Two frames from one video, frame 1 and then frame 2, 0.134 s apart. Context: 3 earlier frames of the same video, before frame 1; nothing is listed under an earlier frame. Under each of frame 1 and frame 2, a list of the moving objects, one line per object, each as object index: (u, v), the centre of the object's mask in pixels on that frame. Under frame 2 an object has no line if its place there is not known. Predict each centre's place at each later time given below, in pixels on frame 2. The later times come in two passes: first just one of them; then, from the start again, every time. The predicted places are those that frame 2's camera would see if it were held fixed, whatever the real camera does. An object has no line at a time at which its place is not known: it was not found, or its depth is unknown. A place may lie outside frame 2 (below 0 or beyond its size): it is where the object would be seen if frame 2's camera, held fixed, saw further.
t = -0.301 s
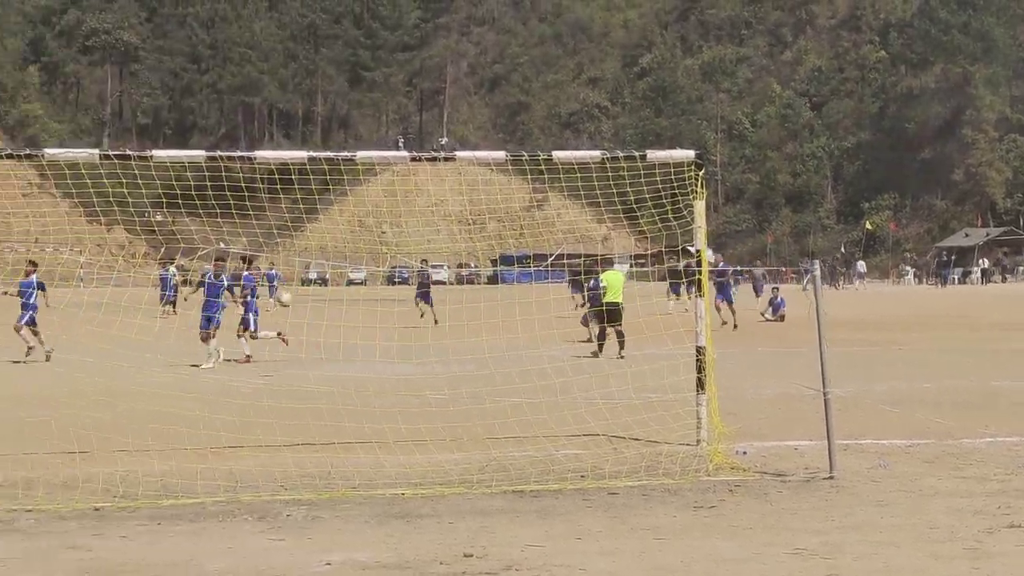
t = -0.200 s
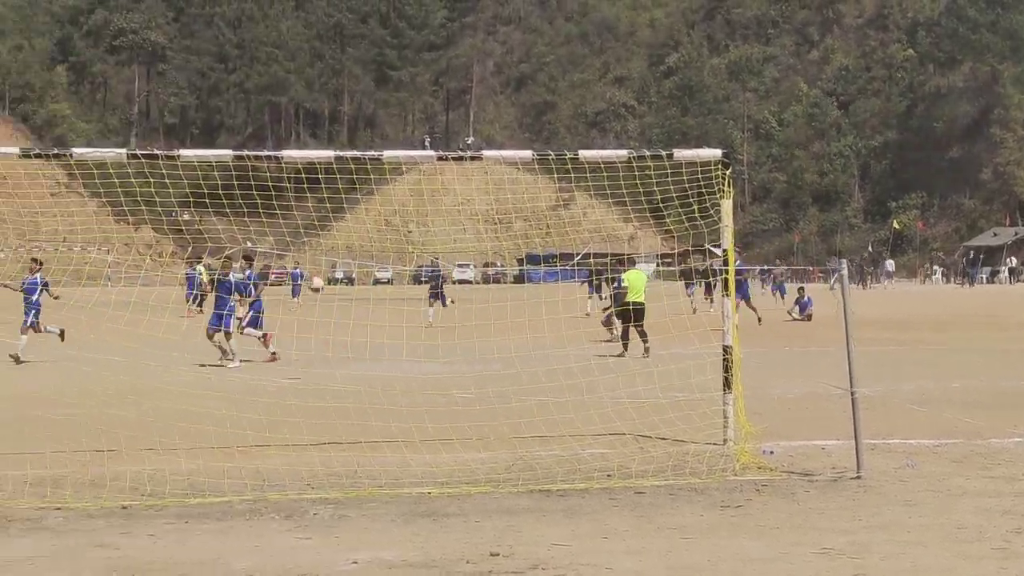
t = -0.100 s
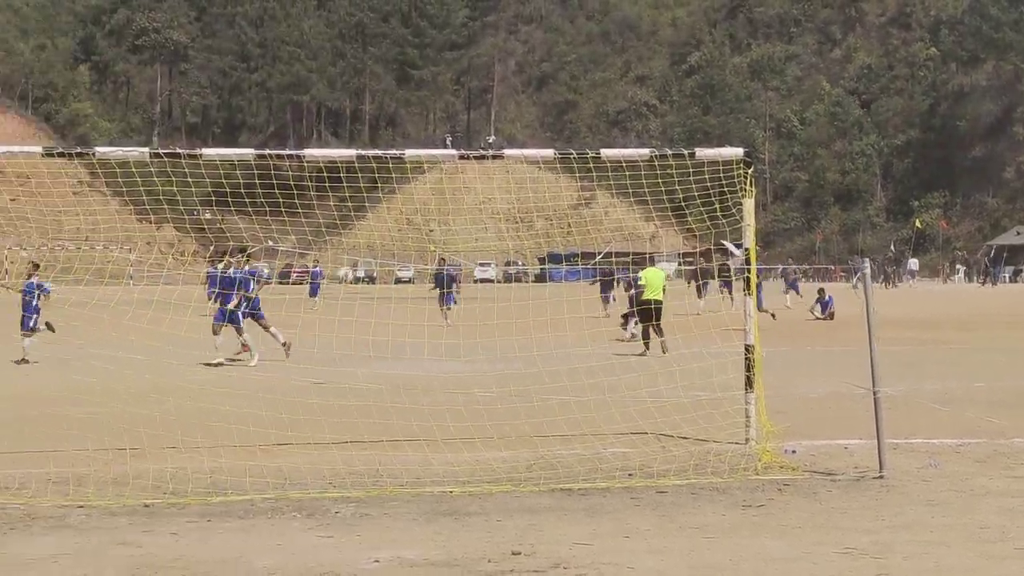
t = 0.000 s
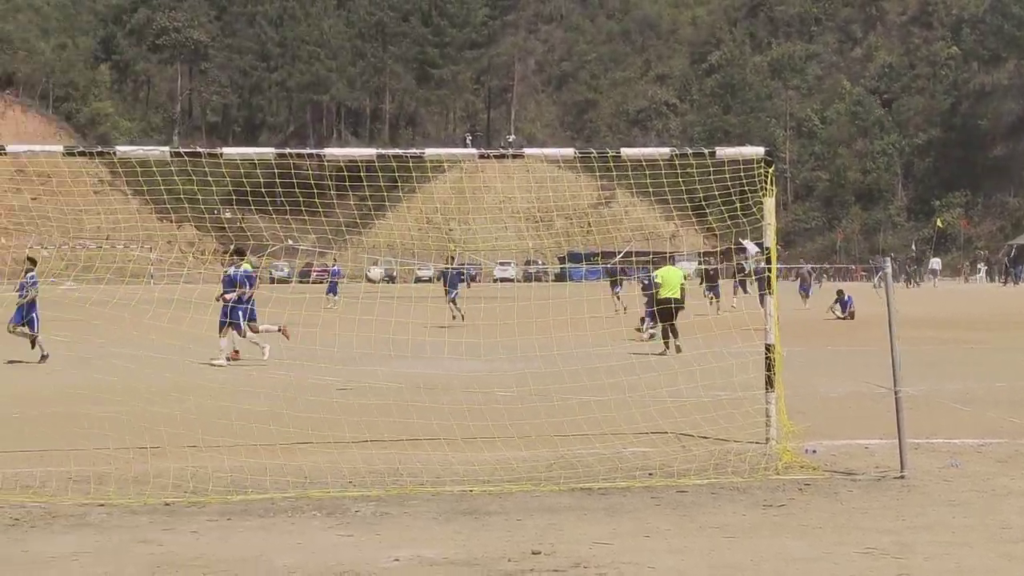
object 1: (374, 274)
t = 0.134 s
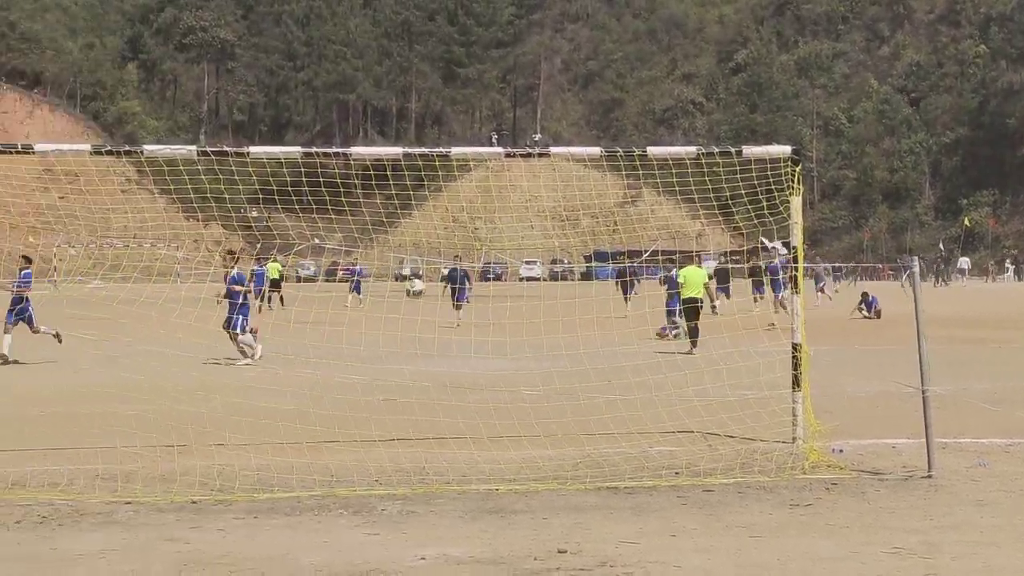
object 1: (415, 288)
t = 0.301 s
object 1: (446, 338)
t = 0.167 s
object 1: (422, 297)
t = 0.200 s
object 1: (427, 304)
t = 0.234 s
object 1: (433, 315)
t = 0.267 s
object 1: (440, 324)
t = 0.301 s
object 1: (446, 338)
